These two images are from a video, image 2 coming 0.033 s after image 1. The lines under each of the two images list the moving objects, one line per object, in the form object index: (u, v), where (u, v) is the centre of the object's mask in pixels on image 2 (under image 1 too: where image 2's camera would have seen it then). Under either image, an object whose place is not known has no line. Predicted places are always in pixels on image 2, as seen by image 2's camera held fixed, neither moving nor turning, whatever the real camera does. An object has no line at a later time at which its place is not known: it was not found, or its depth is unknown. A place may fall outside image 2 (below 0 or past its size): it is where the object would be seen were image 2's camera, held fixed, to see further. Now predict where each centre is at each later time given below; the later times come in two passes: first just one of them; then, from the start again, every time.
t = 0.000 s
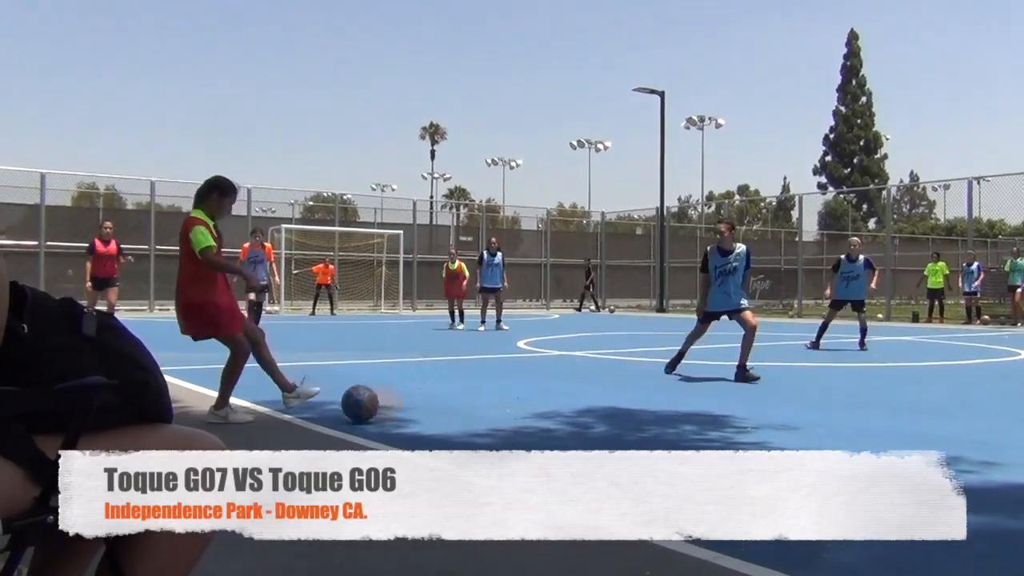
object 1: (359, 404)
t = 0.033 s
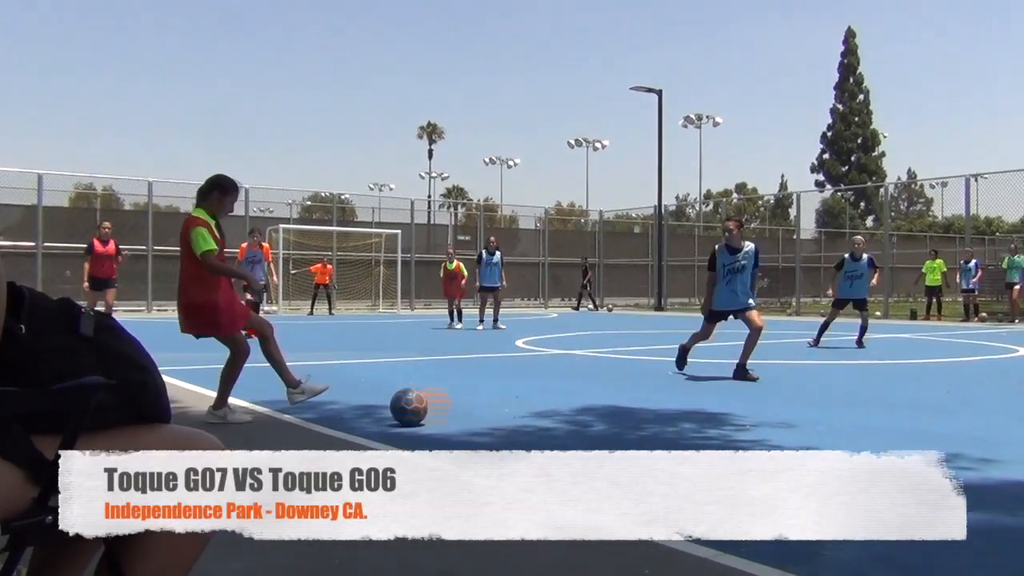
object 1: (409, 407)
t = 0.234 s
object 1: (719, 423)
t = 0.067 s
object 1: (457, 408)
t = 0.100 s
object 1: (509, 410)
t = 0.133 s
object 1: (562, 416)
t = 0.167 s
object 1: (614, 418)
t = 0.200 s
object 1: (666, 421)
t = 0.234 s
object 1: (719, 423)
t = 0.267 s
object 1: (772, 424)
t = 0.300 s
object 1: (827, 427)
